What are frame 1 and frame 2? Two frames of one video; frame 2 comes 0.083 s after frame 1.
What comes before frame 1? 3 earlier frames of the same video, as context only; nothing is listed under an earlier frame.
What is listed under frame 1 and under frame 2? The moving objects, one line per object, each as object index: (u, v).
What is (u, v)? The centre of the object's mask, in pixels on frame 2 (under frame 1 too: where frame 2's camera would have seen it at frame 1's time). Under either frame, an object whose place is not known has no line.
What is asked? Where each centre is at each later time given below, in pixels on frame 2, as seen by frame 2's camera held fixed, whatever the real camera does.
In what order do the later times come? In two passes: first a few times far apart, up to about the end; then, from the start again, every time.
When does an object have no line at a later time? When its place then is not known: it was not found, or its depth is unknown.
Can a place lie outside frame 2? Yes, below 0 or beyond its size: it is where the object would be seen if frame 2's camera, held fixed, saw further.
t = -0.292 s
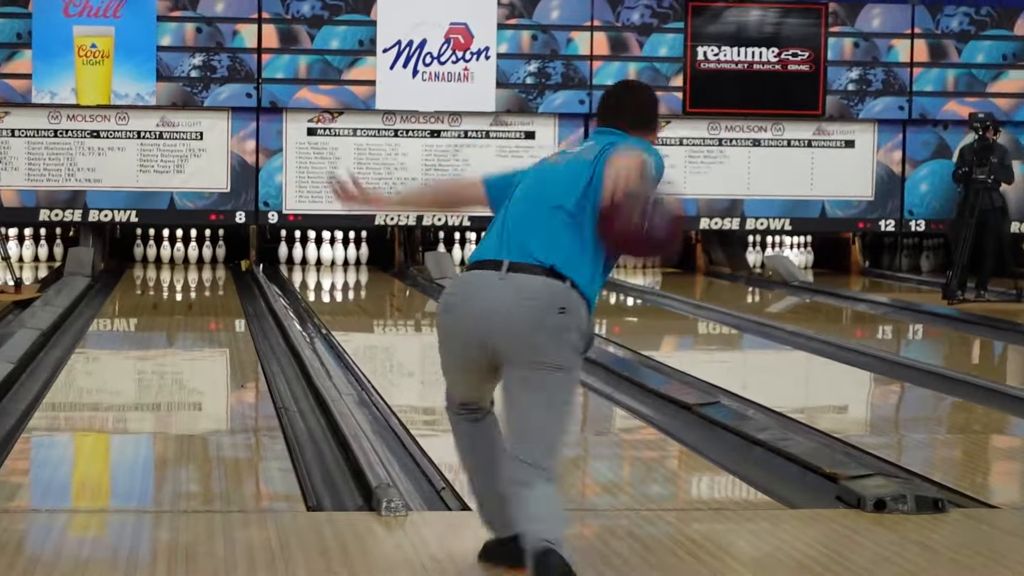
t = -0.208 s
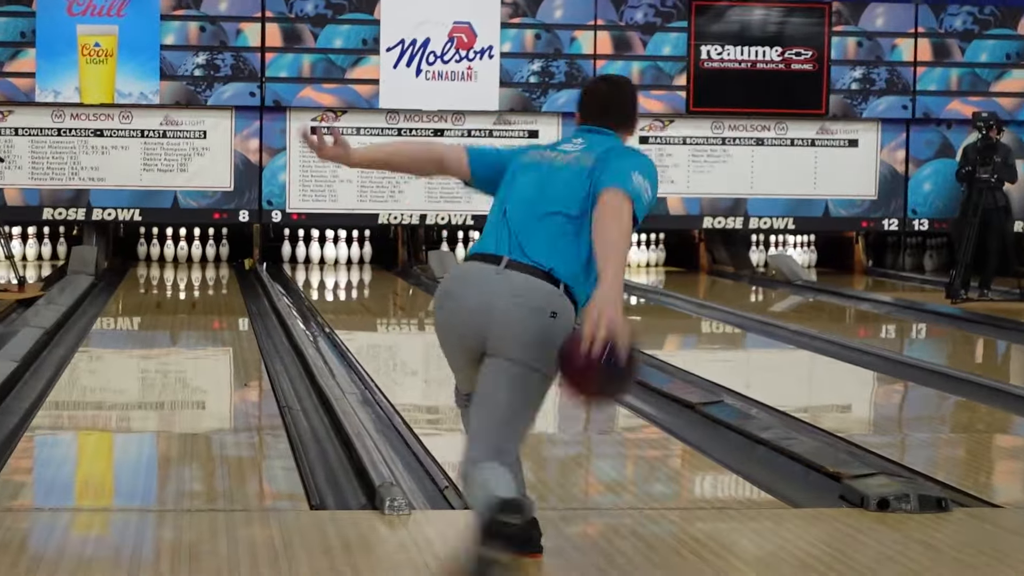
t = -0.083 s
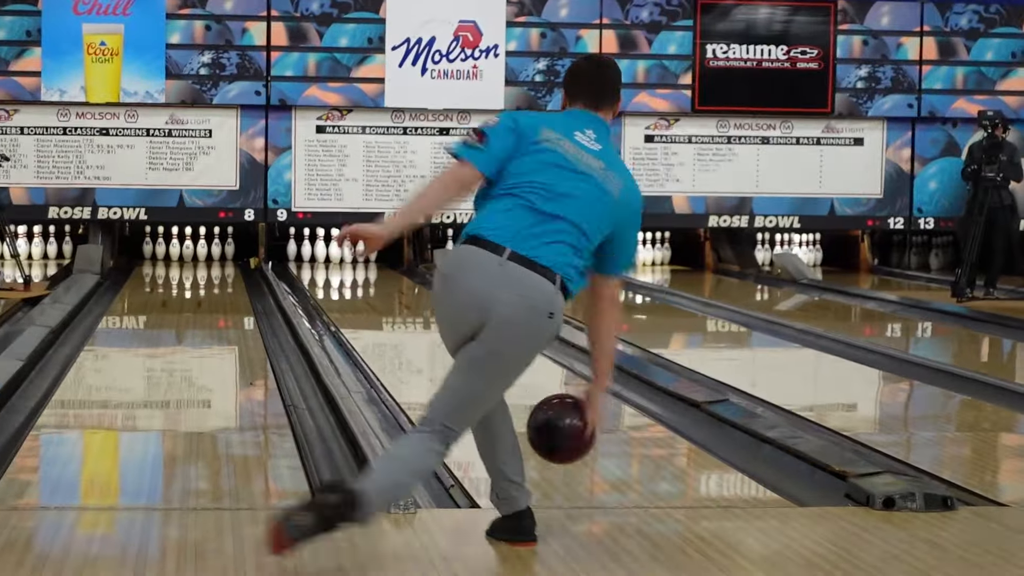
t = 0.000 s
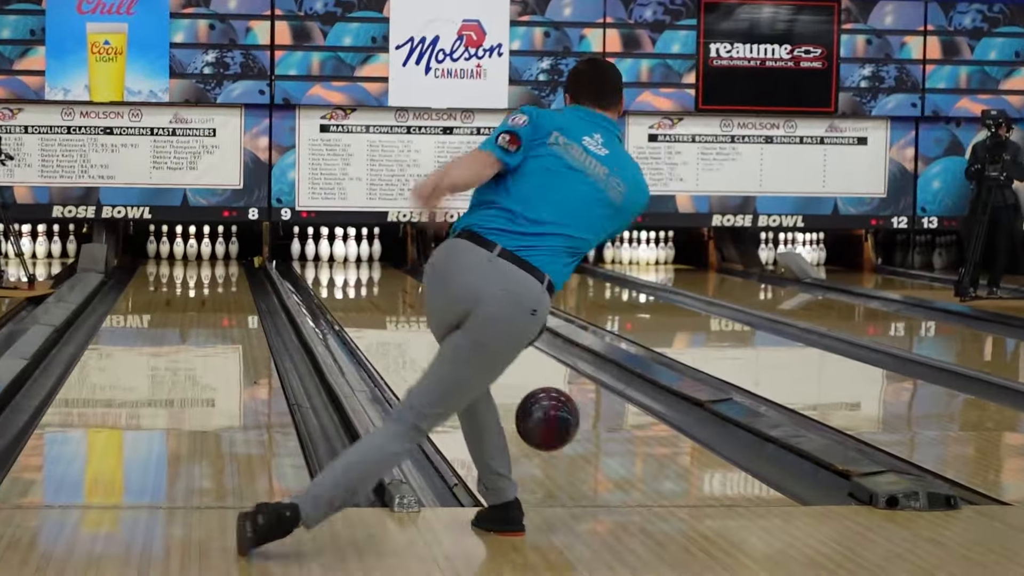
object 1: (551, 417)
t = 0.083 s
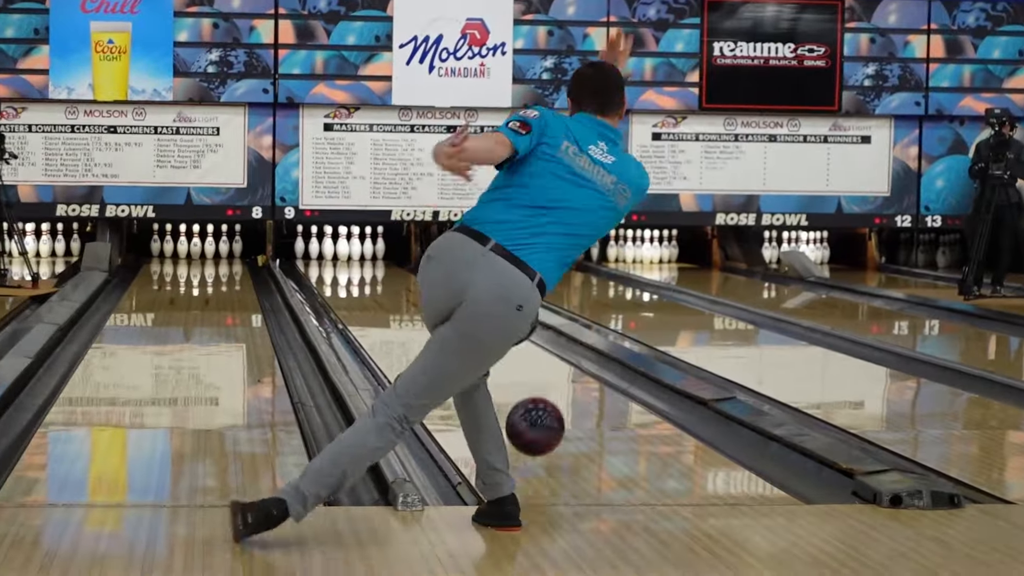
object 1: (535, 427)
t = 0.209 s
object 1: (516, 412)
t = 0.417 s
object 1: (497, 373)
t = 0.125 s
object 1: (528, 432)
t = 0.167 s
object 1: (522, 420)
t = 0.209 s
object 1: (516, 412)
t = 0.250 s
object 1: (511, 403)
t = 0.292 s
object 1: (507, 395)
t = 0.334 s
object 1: (504, 387)
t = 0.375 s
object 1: (500, 380)
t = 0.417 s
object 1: (497, 373)
